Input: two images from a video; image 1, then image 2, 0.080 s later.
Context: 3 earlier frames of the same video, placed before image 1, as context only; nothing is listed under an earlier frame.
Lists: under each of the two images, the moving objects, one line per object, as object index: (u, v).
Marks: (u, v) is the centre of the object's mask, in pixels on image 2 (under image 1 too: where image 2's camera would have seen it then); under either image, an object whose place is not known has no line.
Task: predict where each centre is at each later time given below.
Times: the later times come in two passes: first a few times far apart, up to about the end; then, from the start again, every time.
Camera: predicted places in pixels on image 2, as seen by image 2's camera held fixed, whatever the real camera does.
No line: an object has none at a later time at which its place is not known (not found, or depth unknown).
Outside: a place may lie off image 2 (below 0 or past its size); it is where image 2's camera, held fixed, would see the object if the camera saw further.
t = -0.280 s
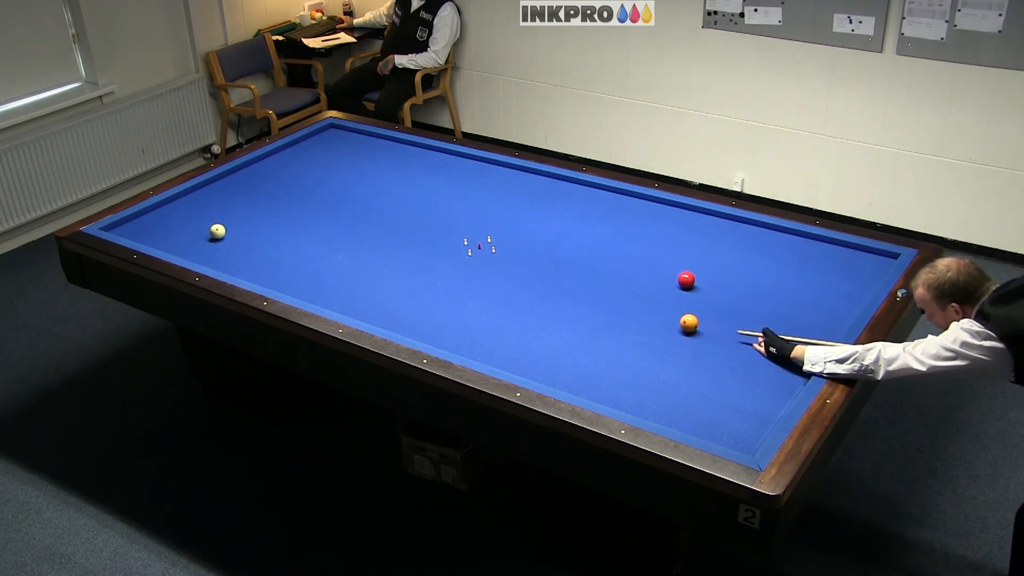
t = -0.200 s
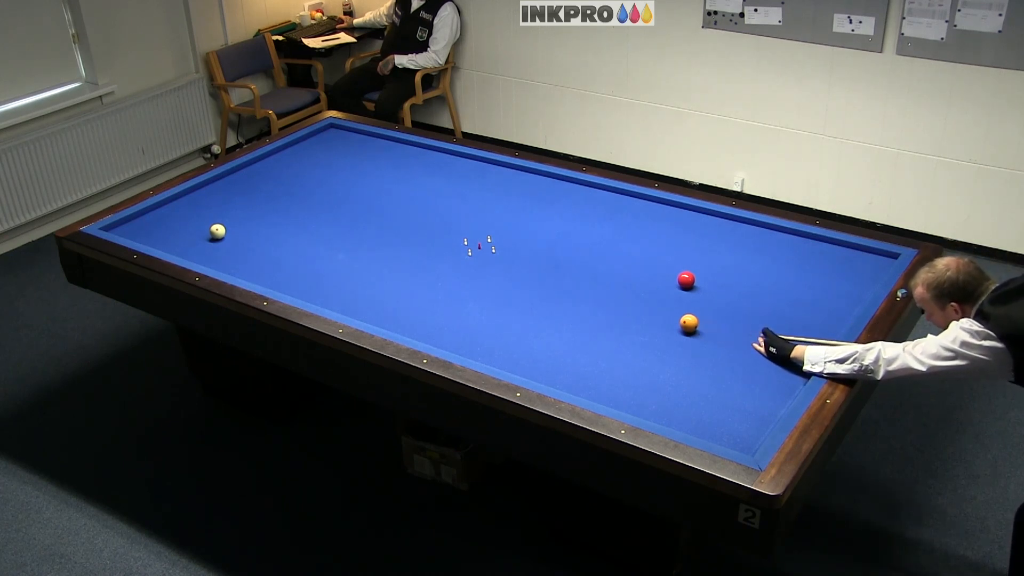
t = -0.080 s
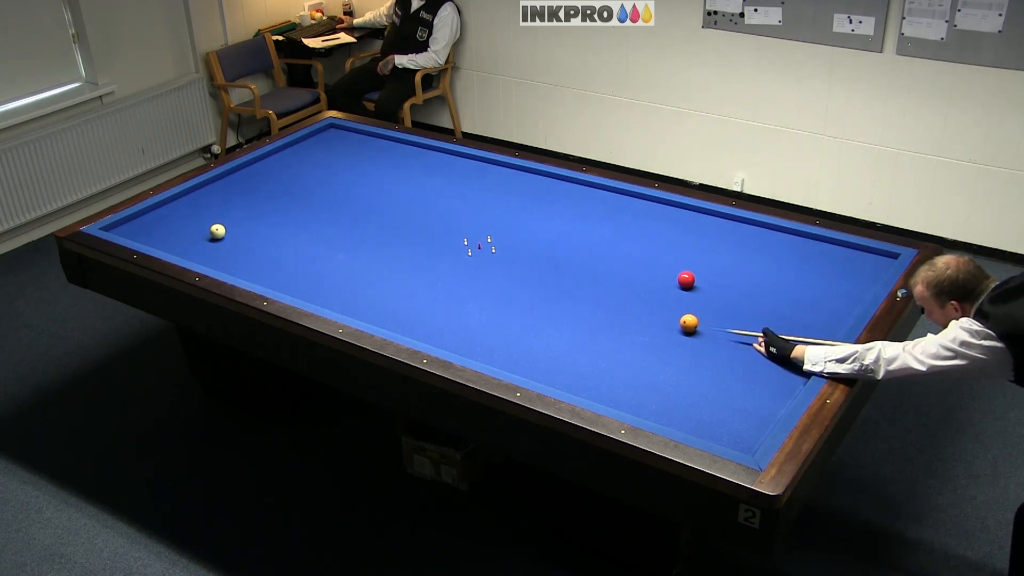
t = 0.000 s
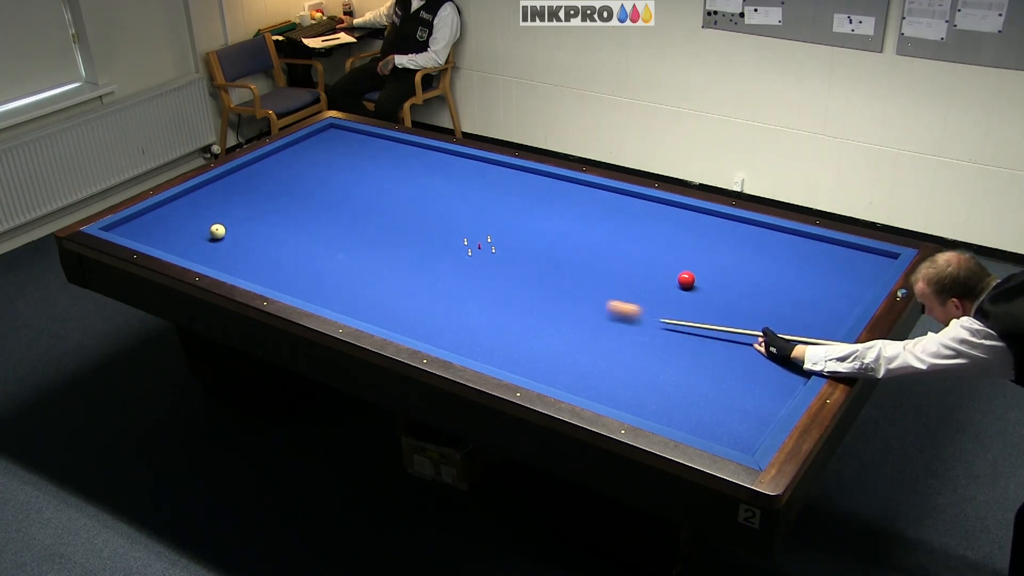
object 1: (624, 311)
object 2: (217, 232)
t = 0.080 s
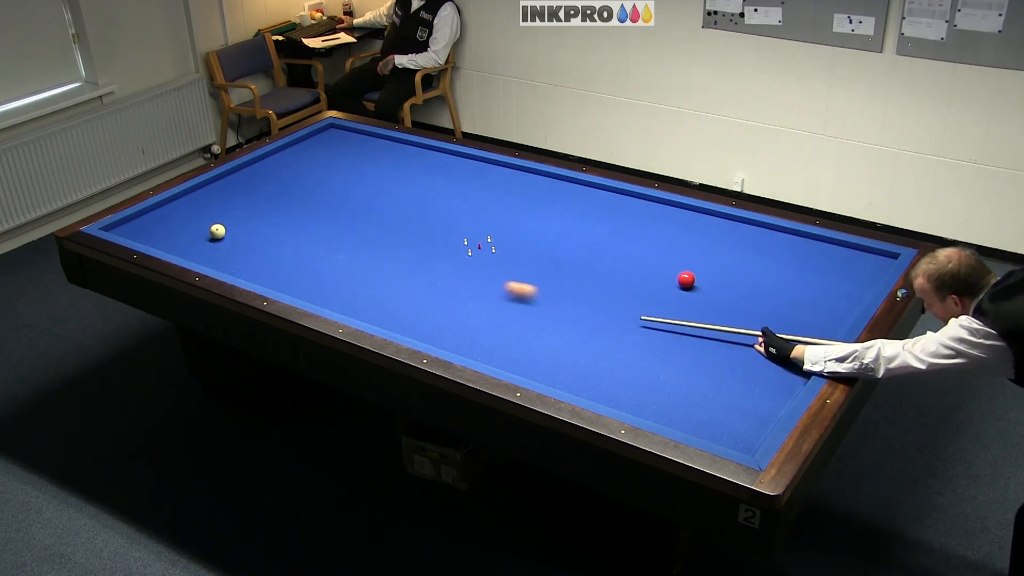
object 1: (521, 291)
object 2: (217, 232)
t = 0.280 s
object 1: (305, 249)
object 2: (217, 232)
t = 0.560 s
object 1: (197, 246)
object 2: (186, 219)
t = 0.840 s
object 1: (184, 249)
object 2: (306, 254)
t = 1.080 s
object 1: (196, 242)
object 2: (411, 285)
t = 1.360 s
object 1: (208, 235)
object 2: (550, 325)
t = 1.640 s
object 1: (220, 228)
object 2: (711, 371)
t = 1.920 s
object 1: (231, 222)
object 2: (717, 370)
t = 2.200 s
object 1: (242, 216)
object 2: (623, 341)
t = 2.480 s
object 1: (251, 211)
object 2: (544, 316)
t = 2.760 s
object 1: (260, 207)
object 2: (473, 293)
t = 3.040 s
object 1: (268, 203)
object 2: (408, 272)
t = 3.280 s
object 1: (275, 199)
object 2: (357, 256)
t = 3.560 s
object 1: (282, 196)
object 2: (303, 239)
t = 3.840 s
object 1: (289, 192)
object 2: (253, 223)
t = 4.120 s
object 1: (295, 190)
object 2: (208, 208)
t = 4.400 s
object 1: (300, 187)
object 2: (182, 199)
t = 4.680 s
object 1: (305, 185)
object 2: (208, 207)
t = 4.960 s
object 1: (309, 183)
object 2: (233, 214)
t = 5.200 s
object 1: (312, 182)
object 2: (254, 220)
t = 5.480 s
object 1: (315, 180)
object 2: (279, 228)
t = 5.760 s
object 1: (317, 180)
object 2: (304, 235)
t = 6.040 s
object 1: (319, 179)
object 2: (329, 243)
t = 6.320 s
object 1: (321, 178)
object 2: (354, 250)
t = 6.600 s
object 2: (379, 258)
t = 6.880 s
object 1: (321, 178)
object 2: (406, 266)
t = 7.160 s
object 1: (321, 178)
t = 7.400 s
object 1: (321, 178)
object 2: (451, 280)
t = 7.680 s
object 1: (321, 178)
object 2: (476, 288)
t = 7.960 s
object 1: (321, 178)
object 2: (500, 296)
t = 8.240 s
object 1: (321, 178)
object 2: (524, 304)
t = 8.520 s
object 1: (321, 178)
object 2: (548, 312)
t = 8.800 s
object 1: (321, 178)
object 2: (572, 319)
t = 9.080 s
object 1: (321, 178)
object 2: (595, 327)
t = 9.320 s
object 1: (321, 178)
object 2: (614, 333)
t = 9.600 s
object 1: (321, 178)
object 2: (636, 341)
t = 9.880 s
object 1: (321, 178)
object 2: (657, 348)
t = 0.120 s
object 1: (473, 282)
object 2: (217, 232)
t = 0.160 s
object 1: (427, 273)
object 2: (217, 232)
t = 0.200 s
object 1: (384, 265)
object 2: (217, 232)
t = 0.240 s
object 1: (344, 258)
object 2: (217, 232)
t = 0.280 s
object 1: (305, 249)
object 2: (217, 232)
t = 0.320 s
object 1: (268, 243)
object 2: (217, 232)
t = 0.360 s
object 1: (235, 236)
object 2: (217, 232)
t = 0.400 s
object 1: (222, 238)
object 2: (197, 224)
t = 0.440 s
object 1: (215, 240)
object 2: (173, 216)
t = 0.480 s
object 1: (209, 242)
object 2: (152, 209)
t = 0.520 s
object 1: (203, 244)
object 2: (168, 214)
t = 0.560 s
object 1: (197, 246)
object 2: (186, 219)
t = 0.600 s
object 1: (191, 248)
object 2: (204, 224)
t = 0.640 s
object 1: (186, 250)
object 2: (221, 230)
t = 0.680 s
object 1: (180, 251)
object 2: (239, 235)
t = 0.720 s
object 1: (176, 251)
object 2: (256, 240)
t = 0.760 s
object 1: (179, 250)
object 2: (273, 244)
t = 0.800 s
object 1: (182, 249)
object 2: (289, 249)
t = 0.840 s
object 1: (184, 249)
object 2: (306, 254)
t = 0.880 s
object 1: (186, 248)
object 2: (323, 259)
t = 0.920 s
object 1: (188, 247)
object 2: (340, 264)
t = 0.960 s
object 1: (190, 245)
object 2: (357, 269)
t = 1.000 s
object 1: (192, 244)
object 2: (374, 274)
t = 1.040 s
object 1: (194, 243)
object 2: (393, 279)
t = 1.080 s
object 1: (196, 242)
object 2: (411, 285)
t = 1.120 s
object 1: (198, 241)
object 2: (430, 290)
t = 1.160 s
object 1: (199, 240)
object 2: (448, 295)
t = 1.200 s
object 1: (201, 239)
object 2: (468, 301)
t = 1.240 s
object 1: (203, 238)
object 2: (488, 307)
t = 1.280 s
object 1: (205, 237)
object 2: (509, 313)
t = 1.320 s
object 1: (207, 236)
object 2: (529, 319)
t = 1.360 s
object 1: (208, 235)
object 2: (550, 325)
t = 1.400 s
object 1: (210, 234)
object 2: (572, 331)
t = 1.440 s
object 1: (212, 233)
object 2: (594, 337)
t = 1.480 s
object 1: (214, 232)
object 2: (616, 344)
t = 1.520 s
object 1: (215, 231)
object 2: (639, 351)
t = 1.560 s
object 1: (217, 230)
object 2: (663, 357)
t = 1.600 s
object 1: (219, 229)
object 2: (686, 364)
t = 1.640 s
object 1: (220, 228)
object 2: (711, 371)
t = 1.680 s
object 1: (222, 227)
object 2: (736, 378)
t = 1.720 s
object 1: (224, 226)
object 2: (761, 385)
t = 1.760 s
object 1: (225, 225)
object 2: (786, 392)
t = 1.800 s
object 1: (227, 224)
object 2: (774, 388)
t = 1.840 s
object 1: (228, 224)
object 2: (754, 382)
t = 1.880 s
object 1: (230, 223)
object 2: (735, 377)
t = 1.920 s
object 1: (231, 222)
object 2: (717, 370)
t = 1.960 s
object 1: (233, 221)
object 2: (701, 366)
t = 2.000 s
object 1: (235, 220)
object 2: (686, 361)
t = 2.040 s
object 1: (236, 220)
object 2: (672, 357)
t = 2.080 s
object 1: (237, 219)
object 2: (660, 353)
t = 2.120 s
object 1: (239, 218)
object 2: (647, 349)
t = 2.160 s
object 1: (240, 217)
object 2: (635, 345)
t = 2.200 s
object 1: (242, 216)
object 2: (623, 341)
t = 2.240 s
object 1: (243, 216)
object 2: (612, 337)
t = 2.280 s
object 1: (245, 215)
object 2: (600, 334)
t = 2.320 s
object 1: (246, 214)
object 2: (589, 330)
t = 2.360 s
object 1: (247, 213)
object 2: (577, 327)
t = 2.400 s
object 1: (249, 213)
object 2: (566, 323)
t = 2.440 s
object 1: (250, 212)
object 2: (555, 319)
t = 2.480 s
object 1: (251, 211)
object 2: (544, 316)
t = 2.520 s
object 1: (253, 211)
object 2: (534, 312)
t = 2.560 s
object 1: (254, 210)
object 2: (523, 309)
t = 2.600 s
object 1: (255, 209)
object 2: (513, 306)
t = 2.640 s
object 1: (257, 209)
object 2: (503, 303)
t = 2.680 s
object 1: (258, 208)
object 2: (493, 299)
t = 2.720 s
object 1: (259, 207)
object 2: (483, 296)
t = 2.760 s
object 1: (260, 207)
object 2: (473, 293)
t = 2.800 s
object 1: (262, 206)
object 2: (463, 290)
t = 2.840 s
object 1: (263, 205)
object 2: (454, 287)
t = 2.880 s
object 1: (264, 205)
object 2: (444, 284)
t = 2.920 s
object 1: (265, 204)
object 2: (435, 281)
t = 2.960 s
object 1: (266, 204)
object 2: (426, 278)
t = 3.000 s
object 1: (267, 203)
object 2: (417, 275)
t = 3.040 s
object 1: (268, 203)
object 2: (408, 272)
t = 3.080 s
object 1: (269, 202)
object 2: (399, 270)
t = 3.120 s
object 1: (271, 201)
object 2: (391, 267)
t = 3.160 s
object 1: (272, 201)
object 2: (382, 264)
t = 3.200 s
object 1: (273, 200)
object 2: (374, 262)
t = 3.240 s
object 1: (274, 200)
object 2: (366, 259)
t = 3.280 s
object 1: (275, 199)
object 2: (357, 256)
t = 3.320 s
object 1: (276, 199)
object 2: (349, 254)
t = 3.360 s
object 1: (277, 198)
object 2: (341, 251)
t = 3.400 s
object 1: (278, 198)
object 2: (333, 248)
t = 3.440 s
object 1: (279, 197)
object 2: (326, 246)
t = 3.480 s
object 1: (280, 197)
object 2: (318, 244)
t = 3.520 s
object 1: (281, 196)
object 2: (310, 241)
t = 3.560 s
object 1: (282, 196)
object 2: (303, 239)
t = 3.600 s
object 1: (283, 195)
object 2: (296, 236)
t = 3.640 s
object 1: (284, 195)
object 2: (288, 234)
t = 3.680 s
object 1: (285, 194)
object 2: (281, 232)
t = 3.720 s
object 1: (286, 194)
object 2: (274, 230)
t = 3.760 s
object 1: (287, 193)
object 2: (267, 227)
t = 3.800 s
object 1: (288, 193)
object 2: (260, 225)
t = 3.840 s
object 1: (289, 192)
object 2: (253, 223)
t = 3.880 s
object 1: (290, 192)
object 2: (247, 221)
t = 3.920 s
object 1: (291, 192)
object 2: (240, 219)
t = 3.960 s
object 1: (292, 191)
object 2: (234, 216)
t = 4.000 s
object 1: (293, 191)
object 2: (227, 214)
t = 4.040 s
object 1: (293, 190)
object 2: (221, 212)
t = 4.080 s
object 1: (294, 190)
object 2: (215, 210)
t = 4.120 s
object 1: (295, 190)
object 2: (208, 208)
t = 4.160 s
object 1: (296, 189)
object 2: (202, 206)
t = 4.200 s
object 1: (297, 189)
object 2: (196, 204)
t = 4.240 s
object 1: (298, 189)
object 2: (190, 202)
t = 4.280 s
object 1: (298, 188)
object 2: (184, 200)
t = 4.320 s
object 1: (299, 188)
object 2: (178, 198)
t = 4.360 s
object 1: (300, 188)
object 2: (178, 198)
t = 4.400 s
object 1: (300, 187)
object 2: (182, 199)
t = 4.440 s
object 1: (301, 187)
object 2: (187, 201)
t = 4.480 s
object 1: (302, 187)
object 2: (191, 202)
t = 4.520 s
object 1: (303, 186)
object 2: (194, 203)
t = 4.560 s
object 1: (303, 186)
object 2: (198, 204)
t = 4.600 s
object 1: (304, 186)
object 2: (201, 205)
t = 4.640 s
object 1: (305, 185)
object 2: (205, 206)
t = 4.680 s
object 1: (305, 185)
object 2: (208, 207)
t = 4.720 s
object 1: (306, 185)
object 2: (212, 208)
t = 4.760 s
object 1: (306, 185)
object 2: (216, 209)
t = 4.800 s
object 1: (307, 184)
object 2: (219, 210)
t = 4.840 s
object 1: (308, 184)
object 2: (222, 211)
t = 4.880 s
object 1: (308, 184)
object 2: (226, 212)
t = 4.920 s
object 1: (309, 183)
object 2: (229, 213)
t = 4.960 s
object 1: (309, 183)
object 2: (233, 214)
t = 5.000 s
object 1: (310, 183)
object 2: (236, 215)
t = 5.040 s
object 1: (310, 183)
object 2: (240, 216)
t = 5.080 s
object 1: (311, 182)
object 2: (243, 217)
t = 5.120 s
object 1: (311, 182)
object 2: (247, 218)
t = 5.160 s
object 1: (312, 182)
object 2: (250, 219)
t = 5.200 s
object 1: (312, 182)
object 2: (254, 220)
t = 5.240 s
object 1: (313, 181)
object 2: (258, 222)
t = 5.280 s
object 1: (313, 181)
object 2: (261, 223)
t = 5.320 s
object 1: (313, 181)
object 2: (265, 224)
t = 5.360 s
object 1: (314, 181)
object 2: (268, 225)
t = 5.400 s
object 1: (314, 181)
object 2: (272, 226)
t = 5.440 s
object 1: (315, 181)
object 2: (275, 227)
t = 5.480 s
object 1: (315, 180)
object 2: (279, 228)
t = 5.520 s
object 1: (315, 180)
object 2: (282, 229)
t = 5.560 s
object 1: (316, 180)
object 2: (286, 230)
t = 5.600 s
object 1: (316, 180)
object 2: (290, 231)
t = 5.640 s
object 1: (317, 180)
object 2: (293, 232)
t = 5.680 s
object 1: (317, 180)
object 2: (297, 233)
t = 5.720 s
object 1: (317, 180)
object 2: (300, 234)
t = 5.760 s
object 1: (317, 180)
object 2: (304, 235)
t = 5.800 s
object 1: (318, 179)
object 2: (308, 236)
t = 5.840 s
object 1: (318, 179)
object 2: (311, 238)
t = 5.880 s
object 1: (318, 179)
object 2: (315, 238)
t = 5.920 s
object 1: (319, 179)
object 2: (318, 240)
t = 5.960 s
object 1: (319, 179)
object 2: (322, 240)
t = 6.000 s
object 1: (319, 179)
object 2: (325, 242)
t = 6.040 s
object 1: (319, 179)
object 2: (329, 243)
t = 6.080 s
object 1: (320, 179)
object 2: (332, 244)
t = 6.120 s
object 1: (320, 178)
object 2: (336, 245)
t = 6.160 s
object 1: (320, 178)
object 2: (340, 246)
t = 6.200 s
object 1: (320, 178)
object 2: (343, 247)
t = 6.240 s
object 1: (320, 178)
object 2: (347, 248)
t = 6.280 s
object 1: (320, 178)
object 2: (351, 249)
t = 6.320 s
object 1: (321, 178)
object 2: (354, 250)
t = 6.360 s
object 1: (321, 178)
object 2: (358, 251)
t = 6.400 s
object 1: (321, 178)
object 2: (361, 253)
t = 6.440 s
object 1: (321, 178)
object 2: (365, 254)
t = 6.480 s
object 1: (321, 178)
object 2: (368, 255)
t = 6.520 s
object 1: (321, 178)
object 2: (372, 256)
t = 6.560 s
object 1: (323, 178)
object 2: (376, 257)
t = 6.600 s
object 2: (379, 258)
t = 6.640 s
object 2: (383, 259)
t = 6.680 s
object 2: (386, 260)
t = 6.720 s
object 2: (390, 261)
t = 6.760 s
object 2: (394, 262)
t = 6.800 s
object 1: (318, 177)
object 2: (397, 264)
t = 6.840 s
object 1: (321, 178)
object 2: (401, 265)
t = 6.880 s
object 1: (321, 178)
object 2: (406, 266)
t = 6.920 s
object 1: (321, 178)
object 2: (414, 268)
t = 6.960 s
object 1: (321, 178)
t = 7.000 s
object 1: (321, 178)
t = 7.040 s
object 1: (321, 178)
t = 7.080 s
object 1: (321, 178)
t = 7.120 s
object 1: (321, 178)
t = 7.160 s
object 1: (321, 178)
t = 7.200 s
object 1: (321, 178)
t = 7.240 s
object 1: (321, 178)
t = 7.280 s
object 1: (321, 178)
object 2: (439, 275)
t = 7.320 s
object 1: (321, 178)
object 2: (444, 278)
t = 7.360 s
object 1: (321, 178)
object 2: (447, 279)
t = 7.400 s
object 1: (321, 178)
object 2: (451, 280)
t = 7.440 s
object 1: (321, 178)
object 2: (455, 281)
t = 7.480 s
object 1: (321, 178)
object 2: (458, 282)
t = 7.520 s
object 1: (321, 178)
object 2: (462, 283)
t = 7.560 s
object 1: (321, 178)
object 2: (465, 285)
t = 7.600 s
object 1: (321, 178)
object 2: (469, 286)
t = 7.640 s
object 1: (321, 178)
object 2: (472, 287)
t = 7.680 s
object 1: (321, 178)
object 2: (476, 288)
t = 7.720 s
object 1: (321, 178)
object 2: (479, 289)
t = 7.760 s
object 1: (321, 178)
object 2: (483, 290)
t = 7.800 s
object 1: (321, 178)
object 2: (486, 291)
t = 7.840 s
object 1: (321, 178)
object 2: (490, 293)
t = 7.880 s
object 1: (321, 178)
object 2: (493, 294)
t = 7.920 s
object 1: (321, 178)
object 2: (496, 295)
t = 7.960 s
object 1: (321, 178)
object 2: (500, 296)
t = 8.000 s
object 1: (321, 178)
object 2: (504, 297)
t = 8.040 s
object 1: (321, 178)
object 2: (507, 298)
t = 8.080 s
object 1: (321, 178)
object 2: (510, 299)
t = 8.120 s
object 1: (321, 178)
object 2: (514, 301)
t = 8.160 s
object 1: (321, 178)
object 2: (517, 302)
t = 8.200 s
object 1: (321, 178)
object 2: (521, 303)
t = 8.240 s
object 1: (321, 178)
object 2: (524, 304)
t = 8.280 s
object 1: (321, 178)
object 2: (528, 305)
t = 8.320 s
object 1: (321, 178)
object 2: (531, 306)
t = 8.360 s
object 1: (321, 178)
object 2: (534, 307)
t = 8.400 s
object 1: (321, 178)
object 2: (538, 308)
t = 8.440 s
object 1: (321, 178)
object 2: (541, 310)
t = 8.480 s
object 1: (321, 178)
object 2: (545, 311)
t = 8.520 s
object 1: (321, 178)
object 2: (548, 312)
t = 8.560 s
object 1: (321, 178)
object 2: (551, 313)
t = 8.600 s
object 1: (321, 178)
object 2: (555, 314)
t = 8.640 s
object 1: (321, 178)
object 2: (558, 315)
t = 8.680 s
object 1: (321, 178)
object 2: (562, 316)
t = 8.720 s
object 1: (321, 178)
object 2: (565, 317)
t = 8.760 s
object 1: (321, 178)
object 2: (568, 318)
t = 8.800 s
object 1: (321, 178)
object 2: (572, 319)
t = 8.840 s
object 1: (321, 178)
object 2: (575, 321)
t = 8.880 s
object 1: (321, 178)
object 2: (578, 322)
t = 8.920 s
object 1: (321, 178)
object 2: (581, 323)
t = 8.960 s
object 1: (321, 178)
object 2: (585, 324)
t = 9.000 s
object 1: (321, 178)
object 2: (588, 325)
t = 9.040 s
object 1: (321, 178)
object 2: (592, 326)
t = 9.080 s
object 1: (321, 178)
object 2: (595, 327)
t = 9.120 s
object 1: (321, 178)
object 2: (598, 328)
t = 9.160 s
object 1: (321, 178)
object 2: (601, 329)
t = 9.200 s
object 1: (321, 178)
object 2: (604, 330)
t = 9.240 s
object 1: (321, 178)
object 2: (608, 332)
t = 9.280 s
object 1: (321, 178)
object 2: (611, 332)
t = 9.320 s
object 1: (321, 178)
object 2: (614, 333)
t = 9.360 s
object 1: (321, 178)
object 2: (617, 335)
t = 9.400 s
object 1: (321, 178)
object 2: (620, 335)
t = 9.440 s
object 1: (321, 178)
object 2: (624, 336)
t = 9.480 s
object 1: (321, 178)
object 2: (627, 338)
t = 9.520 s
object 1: (321, 178)
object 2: (630, 339)
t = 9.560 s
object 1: (321, 178)
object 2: (633, 340)
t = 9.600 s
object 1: (321, 178)
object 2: (636, 341)
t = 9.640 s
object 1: (321, 178)
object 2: (639, 342)
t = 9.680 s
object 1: (321, 178)
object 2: (642, 343)
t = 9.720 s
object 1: (321, 178)
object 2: (645, 344)
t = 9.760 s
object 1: (321, 178)
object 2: (648, 345)
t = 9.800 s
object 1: (321, 178)
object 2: (651, 346)
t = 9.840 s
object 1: (321, 178)
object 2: (655, 347)
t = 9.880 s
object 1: (321, 178)
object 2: (657, 348)
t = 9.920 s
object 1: (321, 178)
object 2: (660, 349)
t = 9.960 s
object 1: (321, 178)
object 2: (663, 350)
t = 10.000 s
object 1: (321, 178)
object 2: (666, 351)
